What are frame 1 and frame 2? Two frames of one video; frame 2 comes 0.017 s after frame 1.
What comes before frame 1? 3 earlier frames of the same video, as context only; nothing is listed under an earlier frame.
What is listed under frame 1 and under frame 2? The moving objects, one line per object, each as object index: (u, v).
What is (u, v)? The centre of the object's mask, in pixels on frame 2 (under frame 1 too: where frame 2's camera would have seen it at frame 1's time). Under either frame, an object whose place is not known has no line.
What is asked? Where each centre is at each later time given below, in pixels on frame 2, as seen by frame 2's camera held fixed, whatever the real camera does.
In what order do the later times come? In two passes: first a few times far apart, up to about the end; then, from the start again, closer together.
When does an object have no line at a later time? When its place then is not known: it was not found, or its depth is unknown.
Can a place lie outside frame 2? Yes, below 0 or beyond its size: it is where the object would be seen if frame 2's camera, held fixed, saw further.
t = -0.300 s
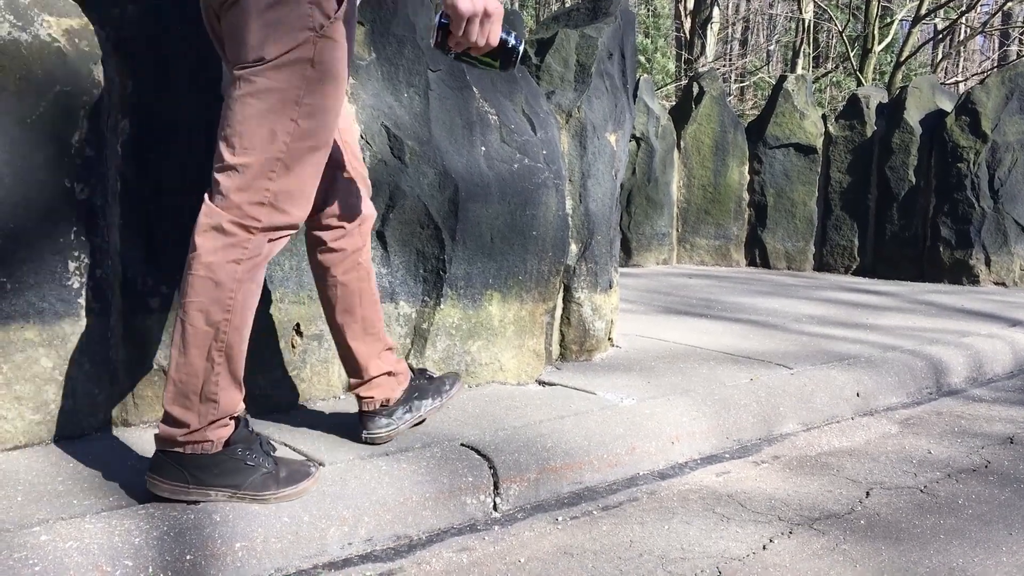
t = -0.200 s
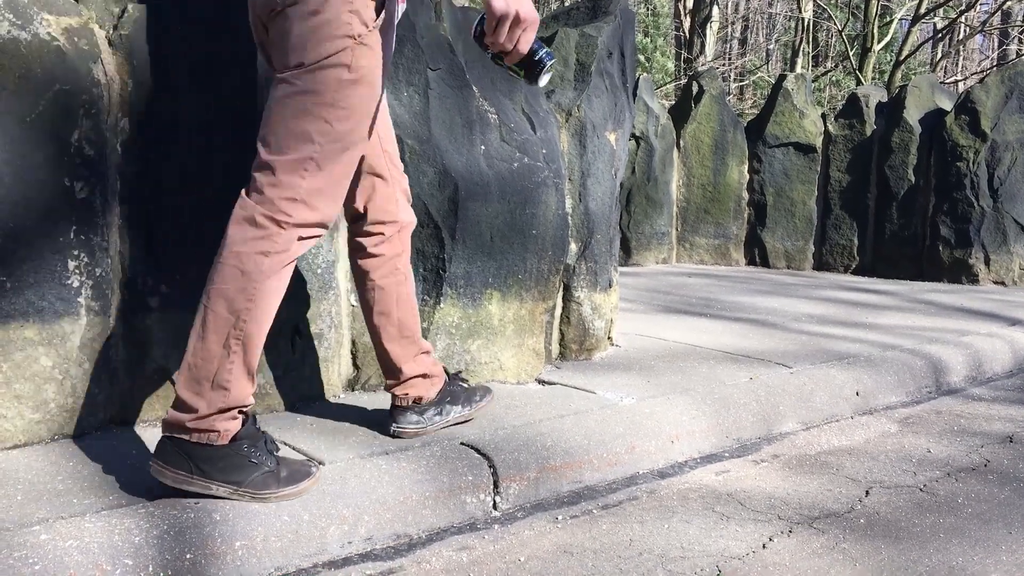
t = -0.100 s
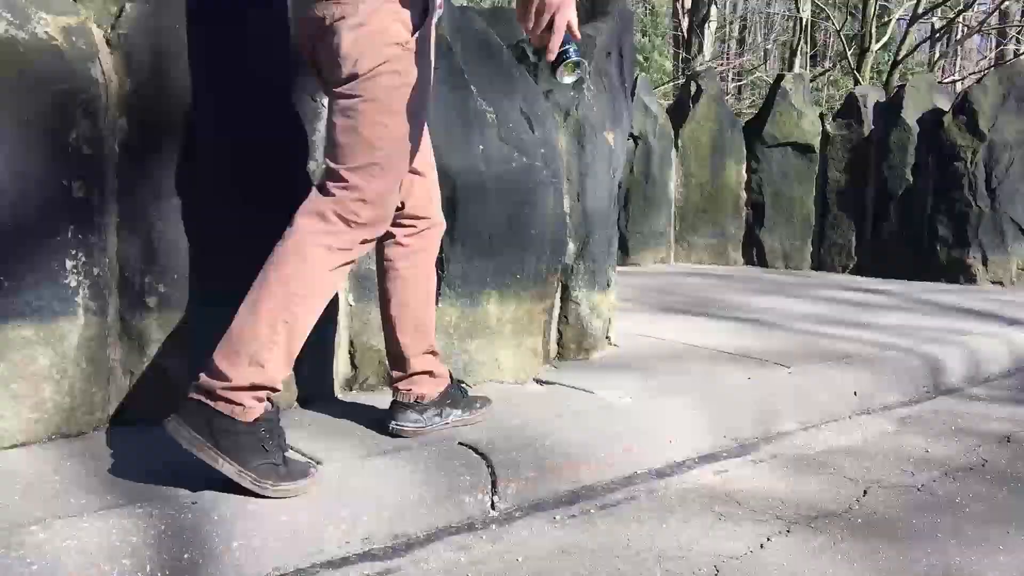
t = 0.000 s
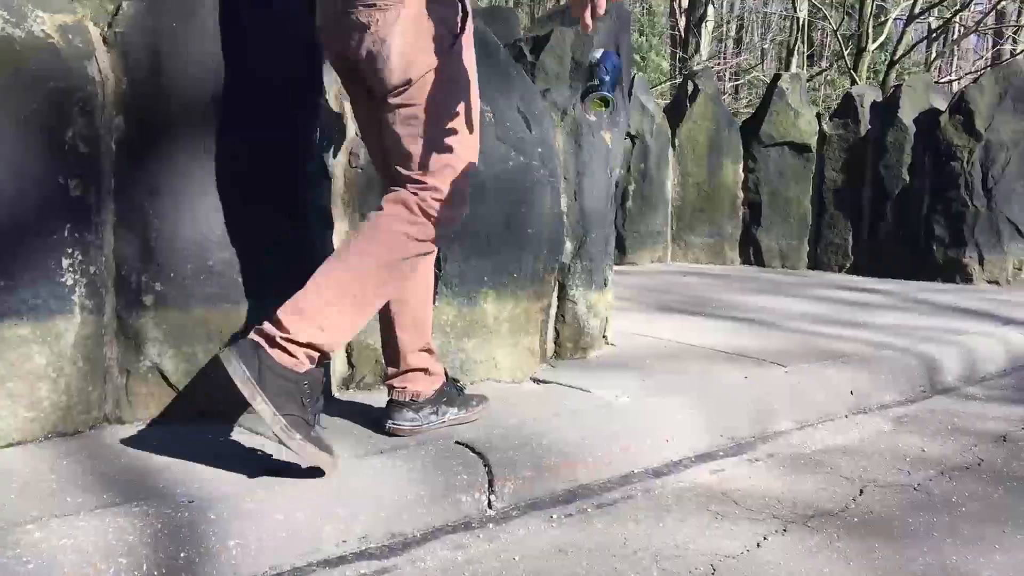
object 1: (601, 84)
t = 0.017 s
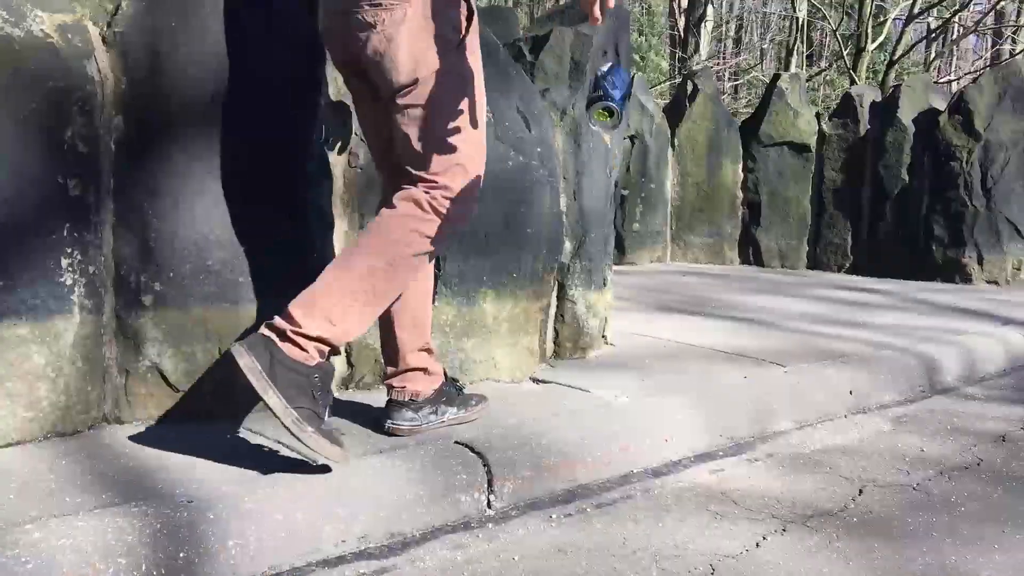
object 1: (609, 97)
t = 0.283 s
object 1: (717, 495)
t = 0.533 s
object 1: (765, 546)
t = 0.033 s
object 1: (616, 111)
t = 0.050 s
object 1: (624, 126)
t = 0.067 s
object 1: (630, 143)
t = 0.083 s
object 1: (638, 162)
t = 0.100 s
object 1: (645, 183)
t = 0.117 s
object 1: (652, 205)
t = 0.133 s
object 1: (661, 227)
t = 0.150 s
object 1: (665, 251)
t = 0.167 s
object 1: (672, 277)
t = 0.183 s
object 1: (677, 303)
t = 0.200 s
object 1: (684, 332)
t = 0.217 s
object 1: (690, 362)
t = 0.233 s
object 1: (697, 392)
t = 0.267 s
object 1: (711, 459)
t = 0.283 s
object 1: (717, 495)
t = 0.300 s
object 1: (724, 532)
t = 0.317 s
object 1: (723, 552)
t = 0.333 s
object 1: (727, 552)
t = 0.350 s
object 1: (727, 547)
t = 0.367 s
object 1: (730, 541)
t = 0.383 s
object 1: (733, 537)
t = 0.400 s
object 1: (736, 534)
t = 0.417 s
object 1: (740, 532)
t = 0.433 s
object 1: (743, 531)
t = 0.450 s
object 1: (746, 533)
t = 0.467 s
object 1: (749, 535)
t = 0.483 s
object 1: (755, 538)
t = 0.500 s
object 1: (759, 544)
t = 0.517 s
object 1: (763, 546)
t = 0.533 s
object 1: (765, 546)
